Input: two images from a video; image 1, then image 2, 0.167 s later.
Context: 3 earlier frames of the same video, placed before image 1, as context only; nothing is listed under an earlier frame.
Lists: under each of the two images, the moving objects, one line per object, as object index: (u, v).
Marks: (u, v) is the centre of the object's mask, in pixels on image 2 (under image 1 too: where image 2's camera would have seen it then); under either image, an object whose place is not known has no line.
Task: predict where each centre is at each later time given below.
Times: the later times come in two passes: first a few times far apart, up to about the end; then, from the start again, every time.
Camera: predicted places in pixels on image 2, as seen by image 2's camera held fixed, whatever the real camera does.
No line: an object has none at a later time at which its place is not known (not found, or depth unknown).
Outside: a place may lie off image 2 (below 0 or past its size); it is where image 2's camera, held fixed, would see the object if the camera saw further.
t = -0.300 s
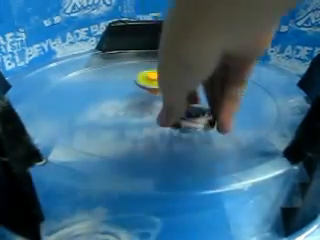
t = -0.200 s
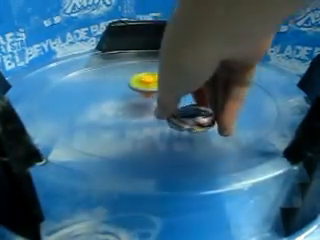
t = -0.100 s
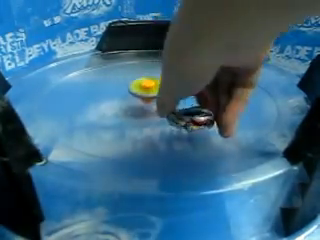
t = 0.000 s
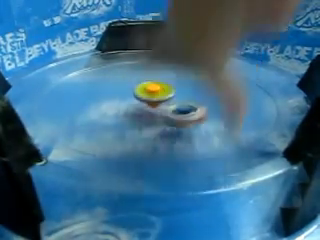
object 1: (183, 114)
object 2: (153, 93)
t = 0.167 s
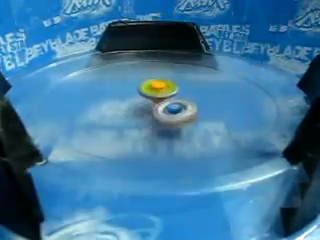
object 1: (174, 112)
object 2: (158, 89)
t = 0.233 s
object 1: (169, 111)
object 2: (159, 88)
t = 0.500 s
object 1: (144, 114)
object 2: (153, 88)
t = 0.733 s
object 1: (125, 114)
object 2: (158, 98)
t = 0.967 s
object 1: (116, 111)
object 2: (173, 93)
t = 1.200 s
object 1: (116, 107)
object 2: (158, 94)
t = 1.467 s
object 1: (114, 100)
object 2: (169, 96)
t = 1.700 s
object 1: (115, 93)
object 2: (167, 94)
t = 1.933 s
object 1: (120, 88)
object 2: (163, 98)
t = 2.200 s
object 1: (129, 86)
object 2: (165, 100)
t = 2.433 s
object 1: (140, 85)
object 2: (163, 103)
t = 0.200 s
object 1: (172, 111)
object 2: (158, 89)
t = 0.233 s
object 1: (169, 111)
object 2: (159, 88)
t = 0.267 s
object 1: (167, 111)
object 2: (160, 88)
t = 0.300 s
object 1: (163, 112)
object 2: (159, 88)
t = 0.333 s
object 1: (160, 113)
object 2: (159, 88)
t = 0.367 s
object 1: (157, 114)
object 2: (157, 87)
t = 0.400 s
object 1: (153, 114)
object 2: (156, 87)
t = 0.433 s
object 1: (149, 115)
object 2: (154, 87)
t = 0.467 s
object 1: (147, 114)
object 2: (153, 87)
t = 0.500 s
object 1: (144, 114)
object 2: (153, 88)
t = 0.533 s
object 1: (140, 115)
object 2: (152, 89)
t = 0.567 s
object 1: (137, 115)
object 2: (152, 90)
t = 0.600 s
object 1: (134, 114)
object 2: (152, 92)
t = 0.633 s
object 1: (132, 114)
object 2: (153, 94)
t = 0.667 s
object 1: (129, 114)
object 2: (154, 94)
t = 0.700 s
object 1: (127, 114)
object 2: (156, 98)
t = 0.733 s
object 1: (125, 114)
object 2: (158, 98)
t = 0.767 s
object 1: (123, 113)
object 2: (160, 99)
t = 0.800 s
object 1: (121, 113)
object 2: (163, 99)
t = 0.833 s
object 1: (119, 112)
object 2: (165, 99)
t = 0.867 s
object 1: (118, 112)
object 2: (168, 98)
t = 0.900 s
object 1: (117, 112)
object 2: (171, 97)
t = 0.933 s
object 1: (116, 111)
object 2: (172, 96)
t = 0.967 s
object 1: (116, 111)
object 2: (173, 93)
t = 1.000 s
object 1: (115, 111)
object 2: (172, 94)
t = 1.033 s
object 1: (116, 110)
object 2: (170, 94)
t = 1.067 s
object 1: (116, 109)
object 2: (169, 91)
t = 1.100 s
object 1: (116, 109)
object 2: (165, 91)
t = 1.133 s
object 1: (115, 108)
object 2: (163, 92)
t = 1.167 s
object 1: (117, 108)
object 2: (160, 93)
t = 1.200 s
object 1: (116, 107)
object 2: (158, 94)
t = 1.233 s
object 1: (117, 107)
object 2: (156, 98)
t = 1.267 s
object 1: (116, 106)
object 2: (158, 97)
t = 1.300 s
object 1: (114, 105)
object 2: (162, 96)
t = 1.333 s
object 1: (114, 103)
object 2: (165, 96)
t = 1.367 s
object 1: (114, 103)
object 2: (168, 97)
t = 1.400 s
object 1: (114, 102)
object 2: (169, 97)
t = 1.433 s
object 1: (114, 101)
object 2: (169, 97)
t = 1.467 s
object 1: (114, 100)
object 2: (169, 96)
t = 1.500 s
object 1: (114, 99)
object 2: (168, 96)
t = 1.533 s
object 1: (114, 97)
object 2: (169, 94)
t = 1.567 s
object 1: (114, 97)
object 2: (170, 94)
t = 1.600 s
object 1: (115, 96)
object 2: (170, 94)
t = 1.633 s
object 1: (114, 95)
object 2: (169, 94)
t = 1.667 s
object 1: (115, 94)
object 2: (168, 94)
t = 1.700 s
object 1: (115, 93)
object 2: (167, 94)
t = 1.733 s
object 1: (115, 92)
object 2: (165, 95)
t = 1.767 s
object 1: (116, 91)
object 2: (164, 96)
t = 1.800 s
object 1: (116, 91)
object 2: (162, 97)
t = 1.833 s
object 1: (117, 90)
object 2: (162, 97)
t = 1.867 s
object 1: (117, 89)
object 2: (162, 98)
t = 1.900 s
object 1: (119, 89)
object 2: (162, 98)
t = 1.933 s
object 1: (120, 88)
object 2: (163, 98)
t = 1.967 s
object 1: (121, 88)
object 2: (164, 99)
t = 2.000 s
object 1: (122, 87)
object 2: (166, 99)
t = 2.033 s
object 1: (123, 87)
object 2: (167, 99)
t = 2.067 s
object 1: (124, 87)
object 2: (168, 99)
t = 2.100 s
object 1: (125, 87)
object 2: (168, 99)
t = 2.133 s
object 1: (126, 86)
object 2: (168, 99)
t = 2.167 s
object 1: (128, 86)
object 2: (166, 100)
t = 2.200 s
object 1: (129, 86)
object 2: (165, 100)
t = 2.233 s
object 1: (131, 86)
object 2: (164, 100)
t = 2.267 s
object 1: (132, 85)
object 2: (162, 101)
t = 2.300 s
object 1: (134, 85)
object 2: (162, 100)
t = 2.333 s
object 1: (135, 85)
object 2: (161, 100)
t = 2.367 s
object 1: (137, 85)
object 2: (161, 101)
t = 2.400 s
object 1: (139, 85)
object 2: (161, 102)
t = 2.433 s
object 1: (140, 85)
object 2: (163, 103)
